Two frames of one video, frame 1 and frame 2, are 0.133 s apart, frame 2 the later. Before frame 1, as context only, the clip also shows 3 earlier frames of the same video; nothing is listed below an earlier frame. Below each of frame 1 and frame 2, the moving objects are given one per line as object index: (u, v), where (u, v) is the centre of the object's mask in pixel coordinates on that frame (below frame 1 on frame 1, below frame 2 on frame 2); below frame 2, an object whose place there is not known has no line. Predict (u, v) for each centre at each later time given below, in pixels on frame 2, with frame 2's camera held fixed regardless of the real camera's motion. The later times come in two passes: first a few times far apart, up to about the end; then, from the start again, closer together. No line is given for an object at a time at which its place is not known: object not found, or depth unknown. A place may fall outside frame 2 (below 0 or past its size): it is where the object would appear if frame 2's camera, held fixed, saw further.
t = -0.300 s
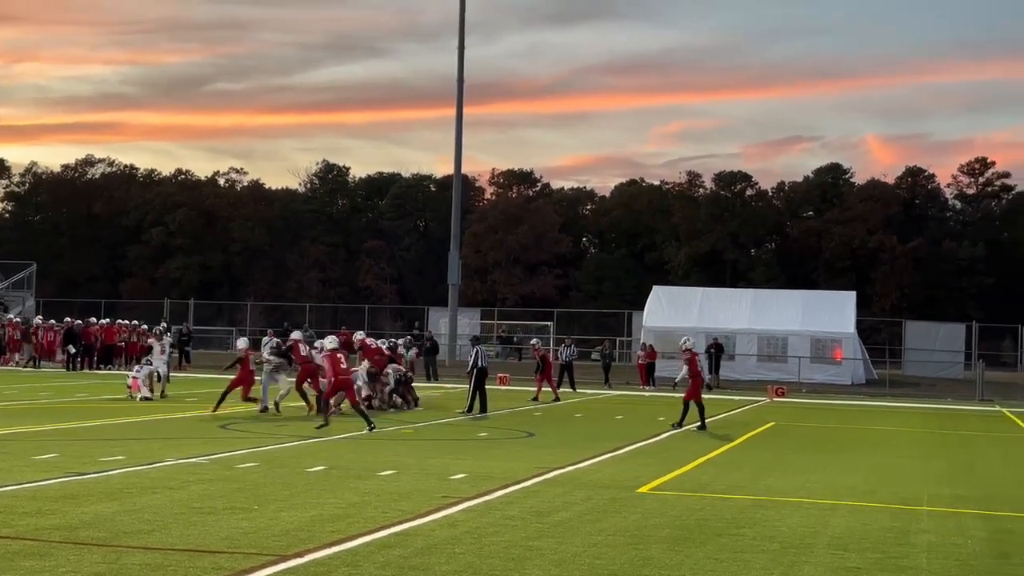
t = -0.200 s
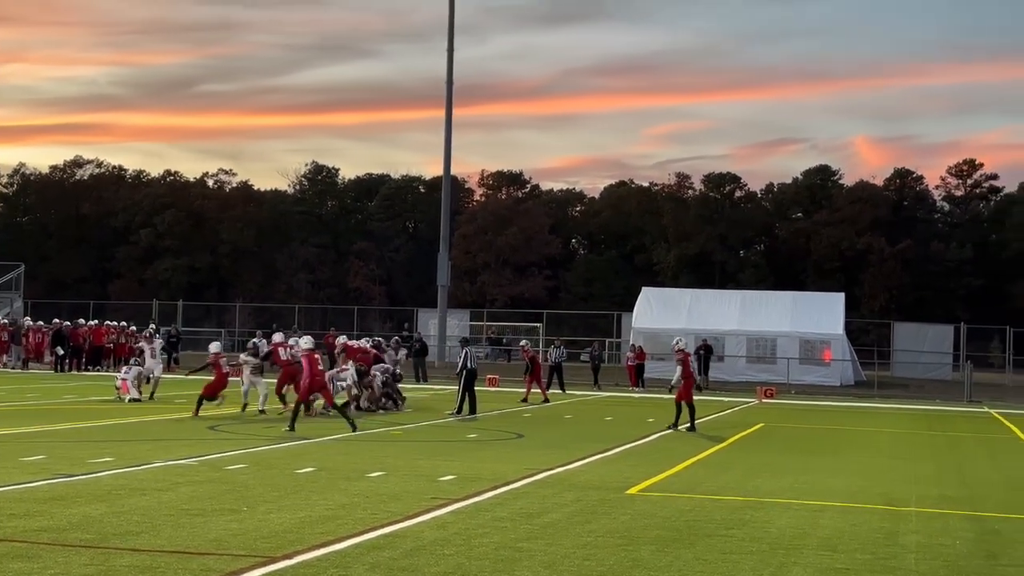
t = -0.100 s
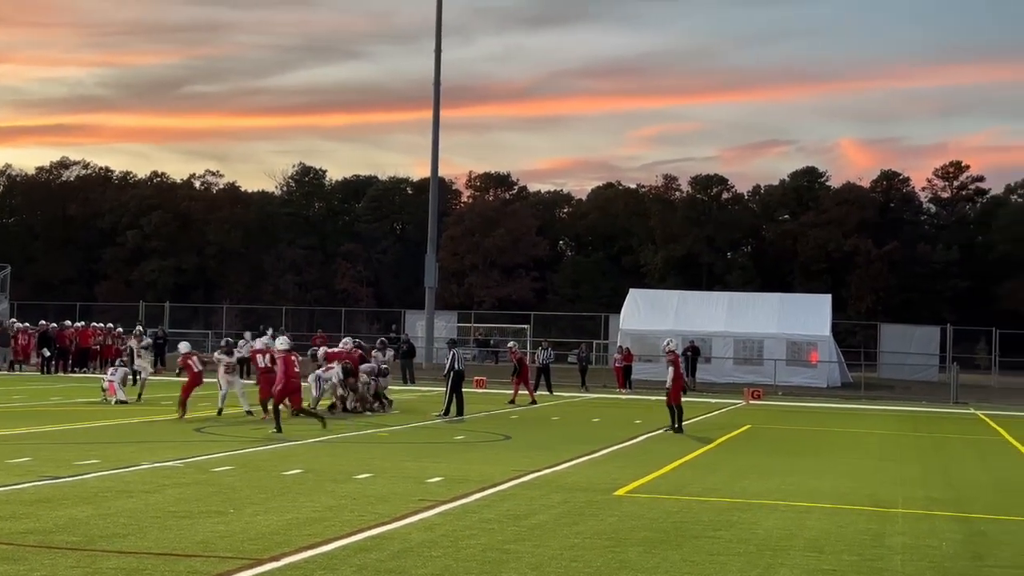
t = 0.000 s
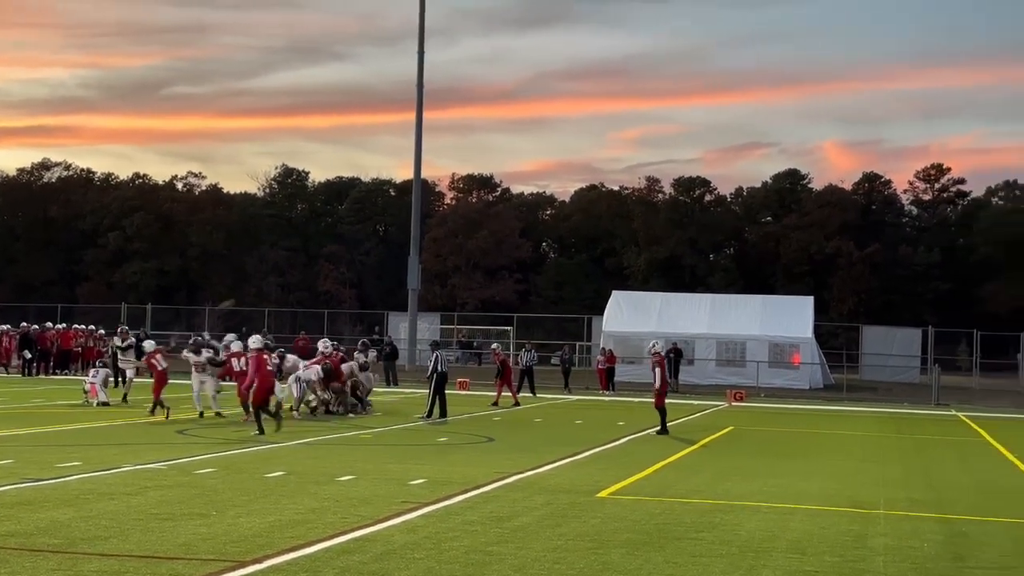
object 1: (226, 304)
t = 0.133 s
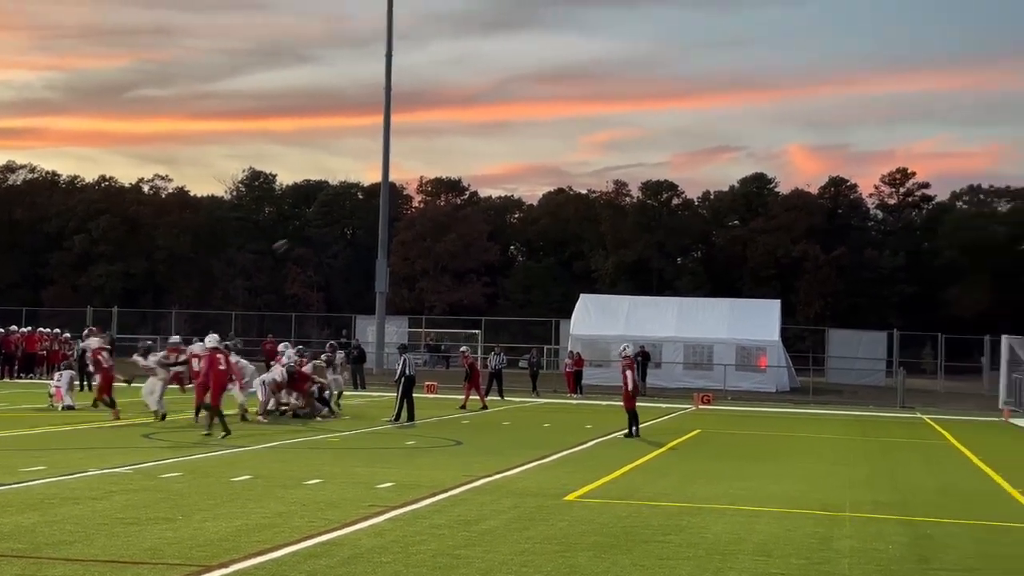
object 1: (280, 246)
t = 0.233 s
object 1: (349, 201)
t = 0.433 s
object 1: (492, 126)
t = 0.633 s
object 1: (641, 58)
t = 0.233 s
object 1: (349, 201)
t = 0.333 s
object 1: (420, 164)
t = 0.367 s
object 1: (443, 151)
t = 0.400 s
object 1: (467, 138)
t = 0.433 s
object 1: (492, 126)
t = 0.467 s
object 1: (516, 114)
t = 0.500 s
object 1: (540, 102)
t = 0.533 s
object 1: (565, 91)
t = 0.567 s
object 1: (590, 79)
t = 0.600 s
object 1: (615, 68)
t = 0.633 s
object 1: (641, 58)
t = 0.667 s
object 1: (667, 47)
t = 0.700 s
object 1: (693, 37)
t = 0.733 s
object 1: (719, 28)
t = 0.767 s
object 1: (746, 18)
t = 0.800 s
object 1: (774, 9)
